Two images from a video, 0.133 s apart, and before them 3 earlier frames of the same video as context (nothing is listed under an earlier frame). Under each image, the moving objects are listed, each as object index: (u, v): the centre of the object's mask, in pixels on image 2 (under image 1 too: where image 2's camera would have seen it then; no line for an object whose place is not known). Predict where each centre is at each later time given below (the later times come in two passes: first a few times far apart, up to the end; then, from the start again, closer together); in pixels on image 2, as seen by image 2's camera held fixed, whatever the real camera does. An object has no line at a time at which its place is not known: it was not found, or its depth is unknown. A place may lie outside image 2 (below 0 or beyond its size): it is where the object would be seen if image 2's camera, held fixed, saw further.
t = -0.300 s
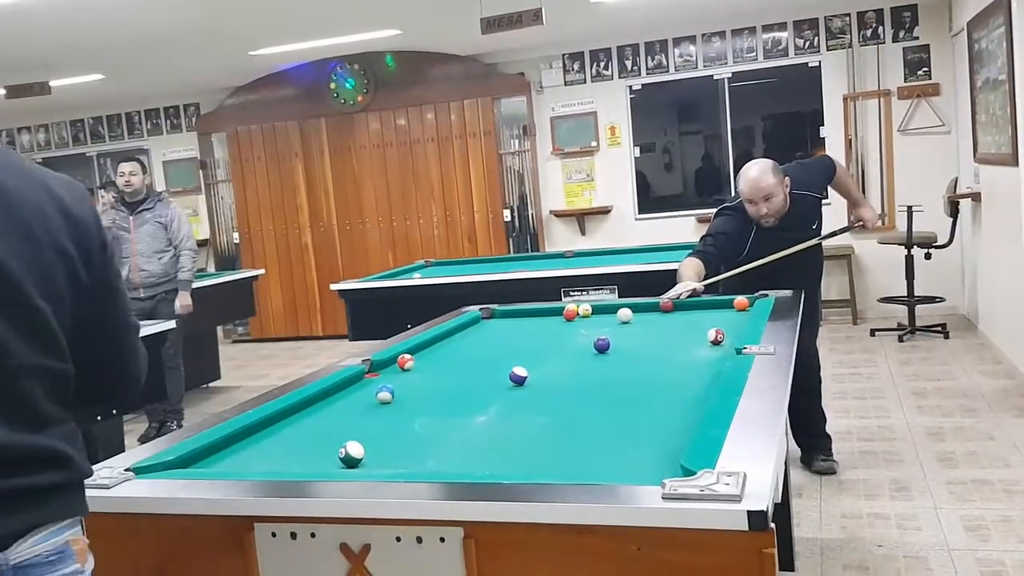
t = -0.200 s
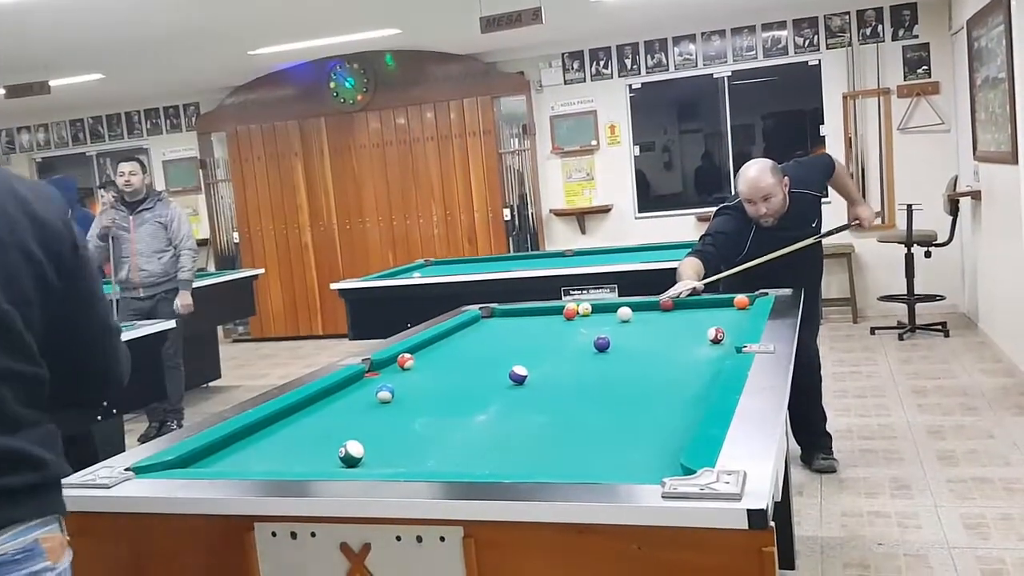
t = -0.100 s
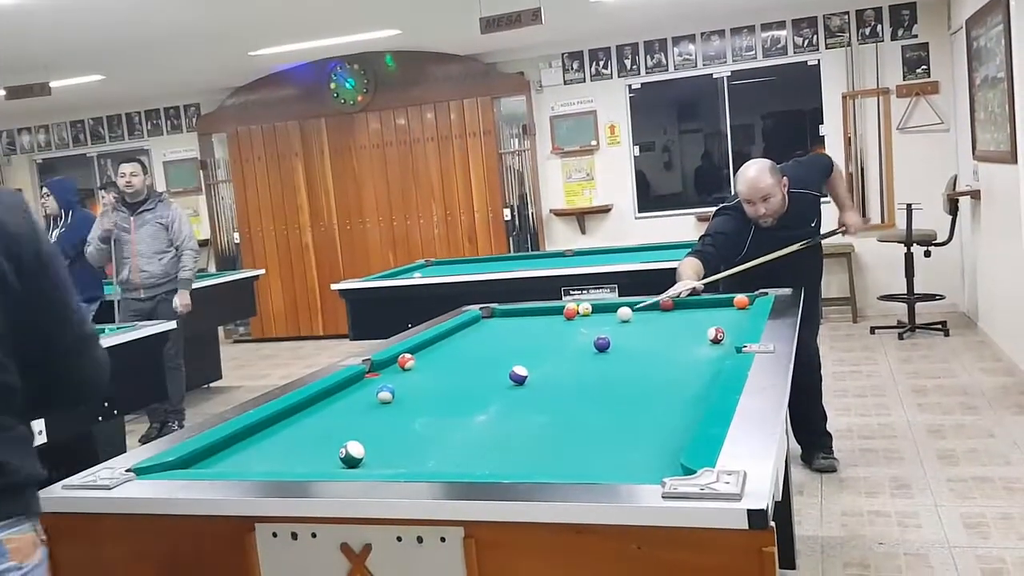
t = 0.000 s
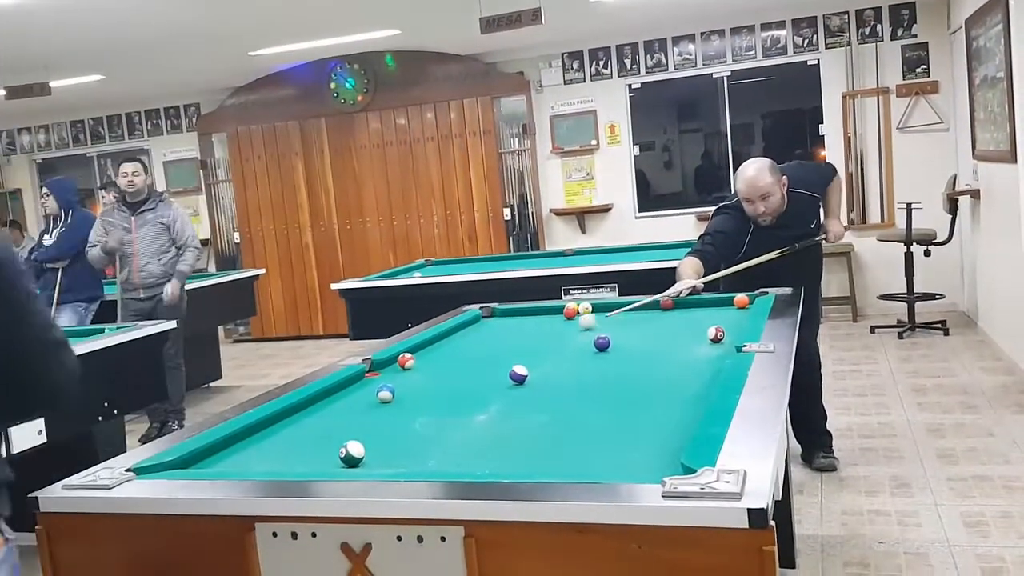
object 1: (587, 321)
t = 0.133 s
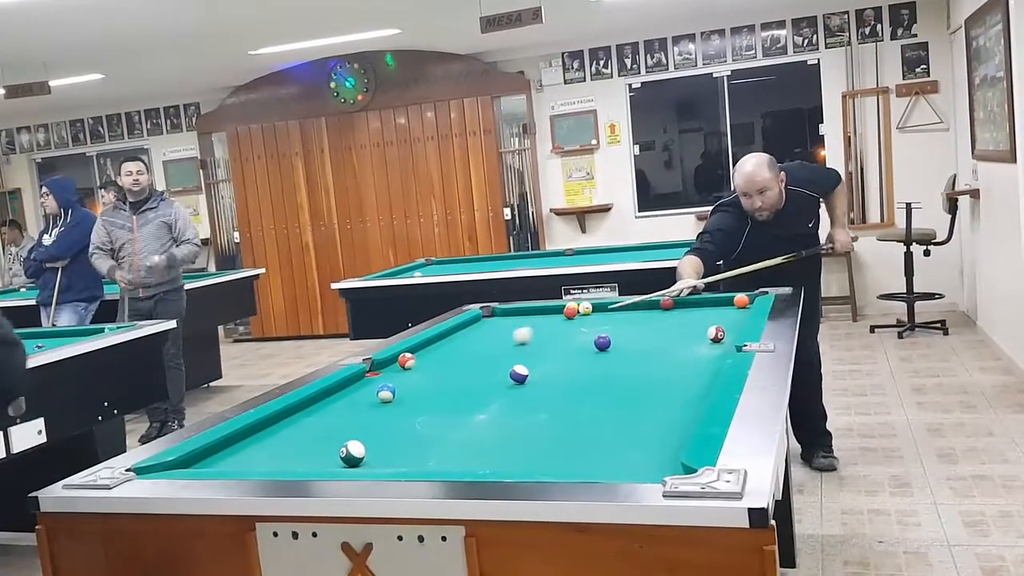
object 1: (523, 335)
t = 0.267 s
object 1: (451, 352)
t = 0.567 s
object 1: (372, 381)
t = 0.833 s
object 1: (295, 413)
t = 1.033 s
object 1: (232, 441)
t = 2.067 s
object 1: (322, 420)
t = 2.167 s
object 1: (333, 416)
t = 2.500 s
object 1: (376, 403)
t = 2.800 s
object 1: (406, 393)
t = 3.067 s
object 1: (430, 386)
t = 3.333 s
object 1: (449, 381)
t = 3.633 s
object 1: (468, 375)
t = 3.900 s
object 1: (481, 371)
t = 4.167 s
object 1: (492, 367)
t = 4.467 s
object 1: (502, 364)
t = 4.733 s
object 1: (508, 362)
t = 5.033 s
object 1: (513, 360)
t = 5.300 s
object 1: (515, 359)
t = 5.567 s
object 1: (515, 359)
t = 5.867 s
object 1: (515, 359)
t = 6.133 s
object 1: (515, 359)
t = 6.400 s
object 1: (515, 359)
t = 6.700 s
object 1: (515, 359)
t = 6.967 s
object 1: (515, 359)
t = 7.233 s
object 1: (515, 359)
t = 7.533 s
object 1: (515, 359)
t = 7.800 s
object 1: (515, 359)
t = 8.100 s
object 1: (515, 359)
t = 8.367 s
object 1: (515, 359)
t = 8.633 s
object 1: (515, 359)
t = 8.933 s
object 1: (515, 359)
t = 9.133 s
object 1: (515, 359)
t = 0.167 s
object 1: (505, 340)
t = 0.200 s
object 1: (487, 343)
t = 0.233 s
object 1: (470, 347)
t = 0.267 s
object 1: (451, 352)
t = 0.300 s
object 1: (432, 356)
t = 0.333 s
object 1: (422, 359)
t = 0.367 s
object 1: (418, 362)
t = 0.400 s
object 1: (412, 365)
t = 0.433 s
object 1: (405, 368)
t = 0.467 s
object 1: (397, 371)
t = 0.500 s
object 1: (390, 373)
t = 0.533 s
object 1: (381, 376)
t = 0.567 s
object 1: (372, 381)
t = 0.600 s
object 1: (364, 385)
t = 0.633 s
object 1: (354, 388)
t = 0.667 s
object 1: (345, 392)
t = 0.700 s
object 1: (336, 396)
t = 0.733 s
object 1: (326, 400)
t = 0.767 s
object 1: (316, 404)
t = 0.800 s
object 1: (306, 408)
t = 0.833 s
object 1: (295, 413)
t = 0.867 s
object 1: (284, 417)
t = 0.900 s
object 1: (273, 422)
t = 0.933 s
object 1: (261, 427)
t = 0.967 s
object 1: (249, 432)
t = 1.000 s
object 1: (240, 436)
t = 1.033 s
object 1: (232, 441)
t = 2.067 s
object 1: (322, 420)
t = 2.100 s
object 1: (326, 419)
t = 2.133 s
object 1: (331, 417)
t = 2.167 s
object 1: (333, 416)
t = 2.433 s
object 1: (369, 405)
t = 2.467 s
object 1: (372, 404)
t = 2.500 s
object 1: (376, 403)
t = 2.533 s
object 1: (380, 402)
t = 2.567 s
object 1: (383, 401)
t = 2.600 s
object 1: (387, 400)
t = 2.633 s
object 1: (390, 399)
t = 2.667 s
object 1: (394, 398)
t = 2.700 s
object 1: (397, 396)
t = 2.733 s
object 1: (400, 396)
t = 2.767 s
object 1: (403, 394)
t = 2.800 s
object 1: (406, 393)
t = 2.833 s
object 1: (410, 393)
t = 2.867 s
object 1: (413, 391)
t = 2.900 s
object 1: (416, 391)
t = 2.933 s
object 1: (419, 390)
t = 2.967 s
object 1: (421, 389)
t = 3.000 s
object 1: (424, 388)
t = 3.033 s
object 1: (427, 387)
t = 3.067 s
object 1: (430, 386)
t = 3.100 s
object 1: (432, 385)
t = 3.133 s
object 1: (435, 385)
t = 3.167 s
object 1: (437, 384)
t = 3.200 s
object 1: (440, 383)
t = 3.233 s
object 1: (442, 383)
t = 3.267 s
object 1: (445, 382)
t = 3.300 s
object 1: (447, 381)
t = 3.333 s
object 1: (449, 381)
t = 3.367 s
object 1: (451, 380)
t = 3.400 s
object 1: (454, 379)
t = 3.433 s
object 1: (456, 378)
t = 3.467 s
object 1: (458, 378)
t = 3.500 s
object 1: (460, 377)
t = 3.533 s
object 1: (462, 377)
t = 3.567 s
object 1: (464, 376)
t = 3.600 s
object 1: (466, 376)
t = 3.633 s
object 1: (468, 375)
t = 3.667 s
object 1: (470, 375)
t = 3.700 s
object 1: (471, 374)
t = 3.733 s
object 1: (473, 373)
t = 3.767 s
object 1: (475, 373)
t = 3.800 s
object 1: (477, 372)
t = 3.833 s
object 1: (478, 372)
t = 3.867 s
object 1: (480, 371)
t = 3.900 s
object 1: (481, 371)
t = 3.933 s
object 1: (483, 370)
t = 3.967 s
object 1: (484, 370)
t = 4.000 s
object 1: (486, 370)
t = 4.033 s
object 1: (487, 369)
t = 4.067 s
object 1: (489, 368)
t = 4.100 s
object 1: (489, 368)
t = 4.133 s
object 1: (491, 368)
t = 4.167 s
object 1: (492, 367)
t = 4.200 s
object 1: (493, 367)
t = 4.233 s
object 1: (494, 367)
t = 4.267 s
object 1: (496, 366)
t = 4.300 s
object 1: (496, 366)
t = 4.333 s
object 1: (498, 366)
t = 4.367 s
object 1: (499, 365)
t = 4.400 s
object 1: (500, 365)
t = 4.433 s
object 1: (501, 365)
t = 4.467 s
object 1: (502, 364)
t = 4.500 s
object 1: (503, 364)
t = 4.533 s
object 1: (504, 364)
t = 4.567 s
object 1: (504, 364)
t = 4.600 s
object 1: (505, 363)
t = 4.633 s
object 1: (506, 363)
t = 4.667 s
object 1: (506, 363)
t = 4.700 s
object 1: (507, 362)
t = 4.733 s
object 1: (508, 362)
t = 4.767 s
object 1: (509, 362)
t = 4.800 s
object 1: (510, 361)
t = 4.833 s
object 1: (510, 361)
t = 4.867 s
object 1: (511, 361)
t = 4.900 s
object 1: (511, 361)
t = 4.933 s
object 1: (512, 360)
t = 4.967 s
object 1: (512, 360)
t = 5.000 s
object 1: (513, 360)
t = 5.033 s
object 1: (513, 360)
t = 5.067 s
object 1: (514, 360)
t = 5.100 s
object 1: (514, 359)
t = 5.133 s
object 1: (514, 360)
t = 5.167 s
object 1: (515, 359)
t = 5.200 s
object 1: (515, 359)
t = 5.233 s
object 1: (515, 359)
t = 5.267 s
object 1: (515, 359)
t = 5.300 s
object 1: (515, 359)
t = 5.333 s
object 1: (515, 359)
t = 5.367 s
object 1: (515, 359)
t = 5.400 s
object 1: (515, 359)
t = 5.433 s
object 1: (515, 359)
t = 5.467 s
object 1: (515, 359)
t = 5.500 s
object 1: (515, 359)
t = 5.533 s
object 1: (515, 359)
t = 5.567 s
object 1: (515, 359)
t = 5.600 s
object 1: (515, 359)
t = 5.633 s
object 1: (515, 359)
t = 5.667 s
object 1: (515, 359)
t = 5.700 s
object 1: (515, 359)
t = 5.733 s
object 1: (515, 359)
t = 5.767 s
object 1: (515, 359)
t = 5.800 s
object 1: (515, 359)
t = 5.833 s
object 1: (515, 359)
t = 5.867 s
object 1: (515, 359)
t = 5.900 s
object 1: (515, 359)
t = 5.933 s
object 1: (515, 359)
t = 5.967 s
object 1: (515, 359)
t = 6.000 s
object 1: (515, 359)
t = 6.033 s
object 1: (515, 359)
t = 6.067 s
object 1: (515, 359)
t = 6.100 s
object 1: (515, 359)
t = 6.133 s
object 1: (515, 359)
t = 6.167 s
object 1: (515, 359)
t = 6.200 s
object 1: (515, 359)
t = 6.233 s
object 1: (515, 359)
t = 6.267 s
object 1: (515, 359)
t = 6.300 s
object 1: (515, 359)
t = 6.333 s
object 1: (515, 359)
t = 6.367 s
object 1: (515, 359)
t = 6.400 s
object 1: (515, 359)
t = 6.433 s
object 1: (515, 359)
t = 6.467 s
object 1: (515, 359)
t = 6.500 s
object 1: (515, 359)
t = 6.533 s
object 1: (515, 359)
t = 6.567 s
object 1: (515, 359)
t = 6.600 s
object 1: (515, 359)
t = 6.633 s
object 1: (515, 359)
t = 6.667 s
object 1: (515, 359)
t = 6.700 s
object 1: (515, 359)
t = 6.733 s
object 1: (515, 359)
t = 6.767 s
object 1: (515, 359)
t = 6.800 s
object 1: (515, 359)
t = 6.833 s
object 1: (515, 359)
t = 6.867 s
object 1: (515, 359)
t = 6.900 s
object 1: (515, 359)
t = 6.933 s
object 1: (515, 359)
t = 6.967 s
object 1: (515, 359)
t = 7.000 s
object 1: (515, 359)
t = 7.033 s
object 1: (515, 359)
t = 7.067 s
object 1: (515, 359)
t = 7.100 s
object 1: (515, 359)
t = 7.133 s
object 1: (515, 359)
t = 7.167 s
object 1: (515, 359)
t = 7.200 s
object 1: (515, 359)
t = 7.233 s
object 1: (515, 359)
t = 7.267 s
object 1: (515, 359)
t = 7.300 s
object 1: (515, 359)
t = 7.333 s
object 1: (515, 359)
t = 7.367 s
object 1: (515, 359)
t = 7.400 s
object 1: (515, 359)
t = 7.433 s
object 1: (515, 359)
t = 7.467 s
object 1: (515, 359)
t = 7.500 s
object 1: (515, 359)
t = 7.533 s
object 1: (515, 359)
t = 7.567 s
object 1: (515, 359)
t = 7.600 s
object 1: (515, 359)
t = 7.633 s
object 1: (515, 359)
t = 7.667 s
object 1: (515, 359)
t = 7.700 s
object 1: (515, 359)
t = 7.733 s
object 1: (515, 359)
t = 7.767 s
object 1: (515, 359)
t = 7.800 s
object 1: (515, 359)
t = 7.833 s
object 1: (515, 359)
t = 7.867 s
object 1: (515, 359)
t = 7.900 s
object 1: (515, 359)
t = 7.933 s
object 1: (515, 359)
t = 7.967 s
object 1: (515, 359)
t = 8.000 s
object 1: (515, 359)
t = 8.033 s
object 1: (515, 359)
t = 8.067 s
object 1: (515, 359)
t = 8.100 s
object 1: (515, 359)
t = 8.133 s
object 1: (515, 359)
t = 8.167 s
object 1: (515, 359)
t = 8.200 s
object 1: (515, 359)
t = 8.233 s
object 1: (515, 359)
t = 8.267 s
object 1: (515, 359)
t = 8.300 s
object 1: (515, 359)
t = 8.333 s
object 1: (515, 359)
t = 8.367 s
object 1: (515, 359)
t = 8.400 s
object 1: (515, 359)
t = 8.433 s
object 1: (515, 359)
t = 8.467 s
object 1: (515, 359)
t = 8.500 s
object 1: (515, 359)
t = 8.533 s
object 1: (515, 359)
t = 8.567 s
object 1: (515, 359)
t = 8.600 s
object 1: (515, 359)
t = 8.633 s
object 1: (515, 359)
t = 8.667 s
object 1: (515, 359)
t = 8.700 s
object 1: (515, 359)
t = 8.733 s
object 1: (515, 359)
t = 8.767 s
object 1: (515, 359)
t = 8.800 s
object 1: (515, 359)
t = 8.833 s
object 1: (515, 359)
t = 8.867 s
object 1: (515, 359)
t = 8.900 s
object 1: (515, 359)
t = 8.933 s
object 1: (515, 359)
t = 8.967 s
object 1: (515, 359)
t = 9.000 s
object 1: (515, 359)
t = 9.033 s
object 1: (515, 359)
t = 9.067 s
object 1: (515, 359)
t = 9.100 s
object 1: (515, 359)
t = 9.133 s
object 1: (515, 359)
